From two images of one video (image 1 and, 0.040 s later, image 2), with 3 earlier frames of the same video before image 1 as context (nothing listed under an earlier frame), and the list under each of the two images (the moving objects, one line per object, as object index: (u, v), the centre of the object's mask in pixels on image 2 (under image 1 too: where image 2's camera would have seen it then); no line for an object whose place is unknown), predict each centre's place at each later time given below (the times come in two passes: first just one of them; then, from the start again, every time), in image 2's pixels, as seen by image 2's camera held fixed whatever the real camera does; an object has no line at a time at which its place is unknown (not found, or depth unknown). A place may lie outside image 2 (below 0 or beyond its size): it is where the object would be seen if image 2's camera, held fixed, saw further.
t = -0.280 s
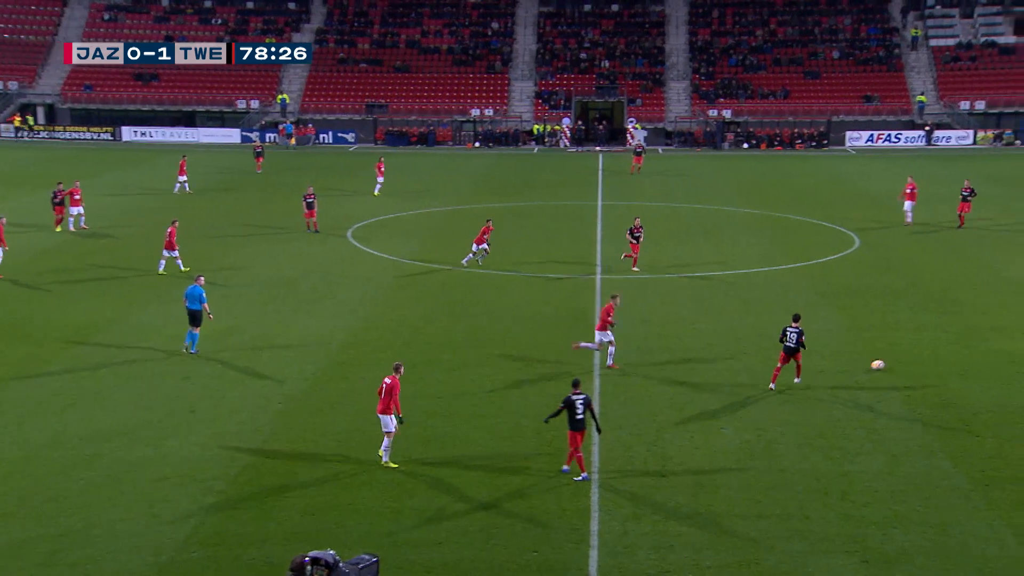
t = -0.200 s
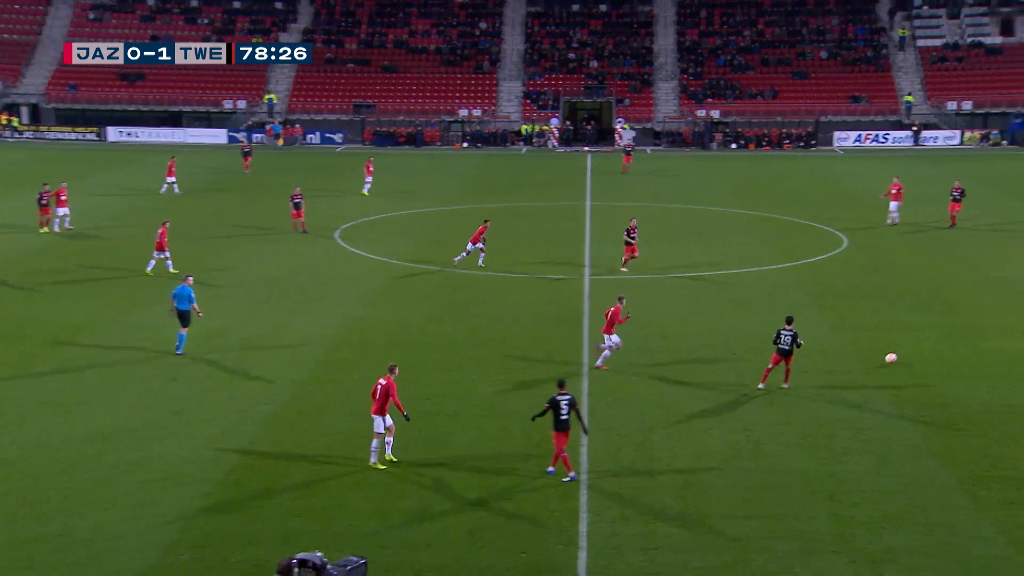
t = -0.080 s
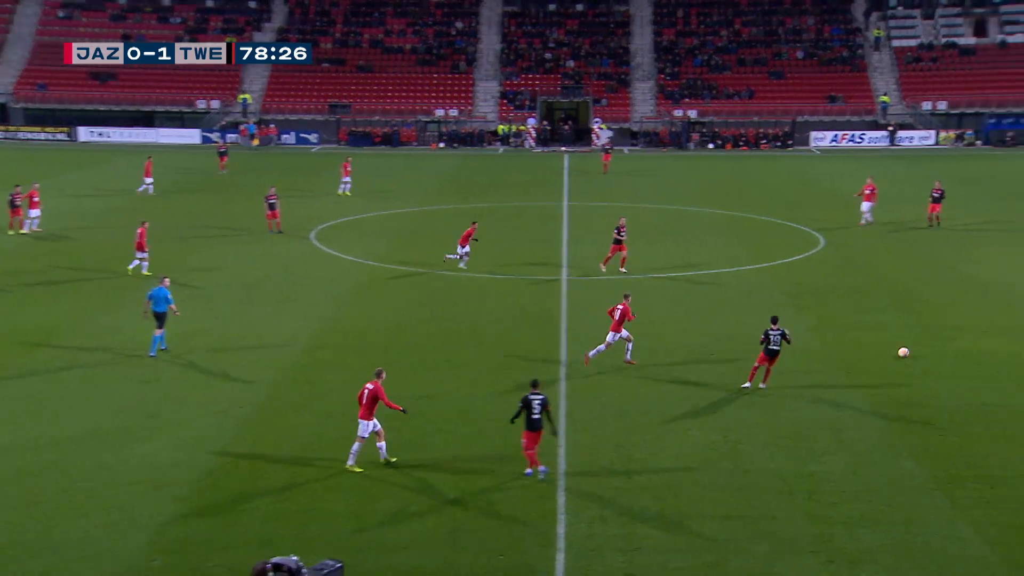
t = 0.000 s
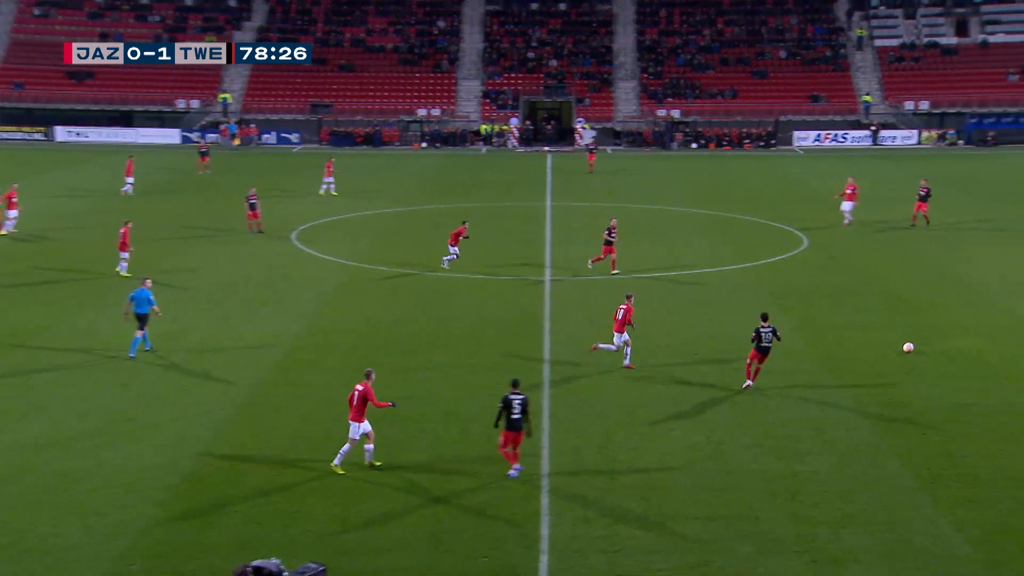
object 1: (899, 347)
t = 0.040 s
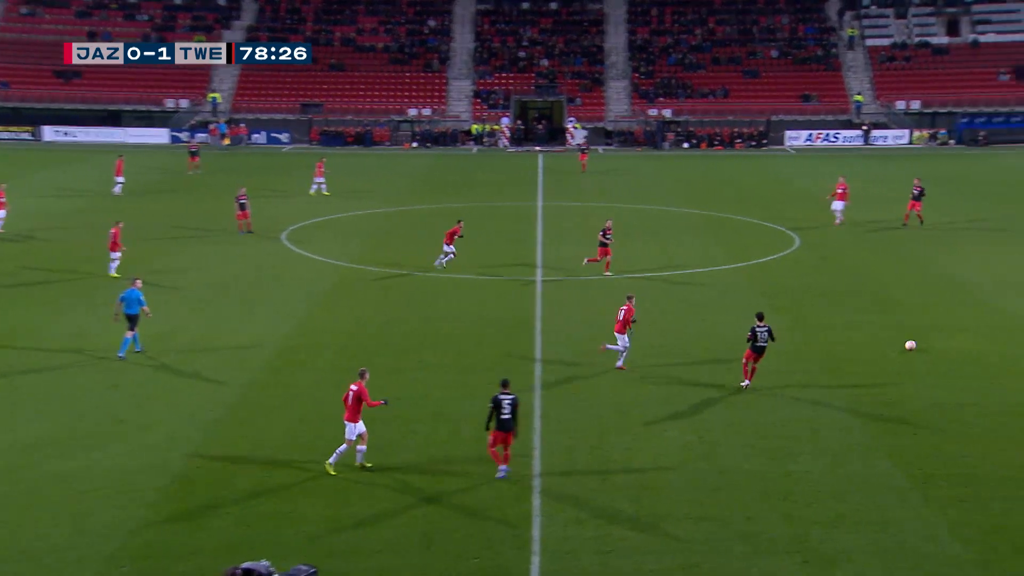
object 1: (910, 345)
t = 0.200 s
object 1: (949, 339)
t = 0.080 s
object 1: (921, 343)
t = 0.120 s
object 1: (931, 343)
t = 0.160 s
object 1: (940, 340)
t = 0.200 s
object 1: (949, 339)
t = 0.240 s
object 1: (958, 338)
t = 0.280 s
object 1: (967, 337)
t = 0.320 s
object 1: (976, 336)
